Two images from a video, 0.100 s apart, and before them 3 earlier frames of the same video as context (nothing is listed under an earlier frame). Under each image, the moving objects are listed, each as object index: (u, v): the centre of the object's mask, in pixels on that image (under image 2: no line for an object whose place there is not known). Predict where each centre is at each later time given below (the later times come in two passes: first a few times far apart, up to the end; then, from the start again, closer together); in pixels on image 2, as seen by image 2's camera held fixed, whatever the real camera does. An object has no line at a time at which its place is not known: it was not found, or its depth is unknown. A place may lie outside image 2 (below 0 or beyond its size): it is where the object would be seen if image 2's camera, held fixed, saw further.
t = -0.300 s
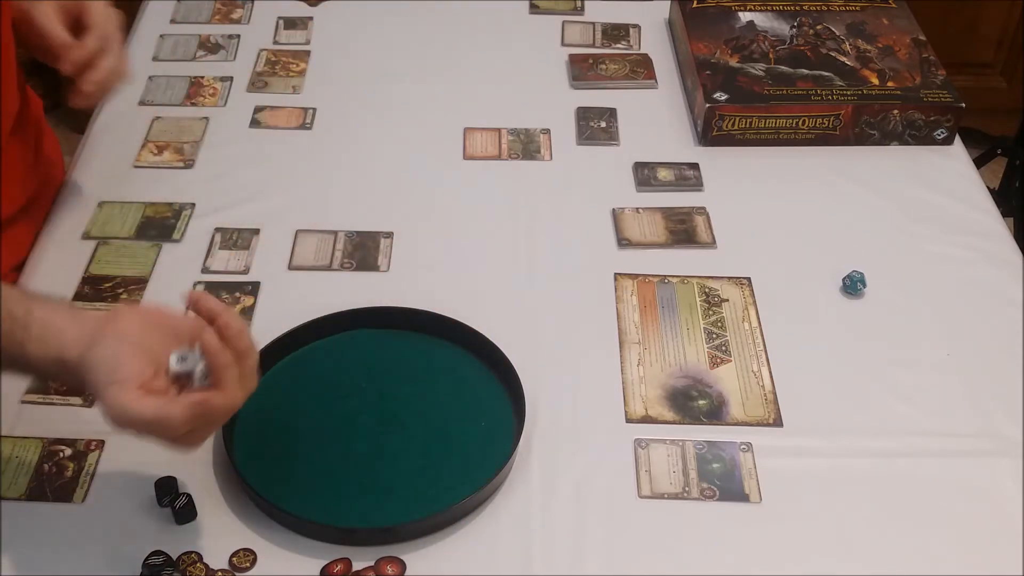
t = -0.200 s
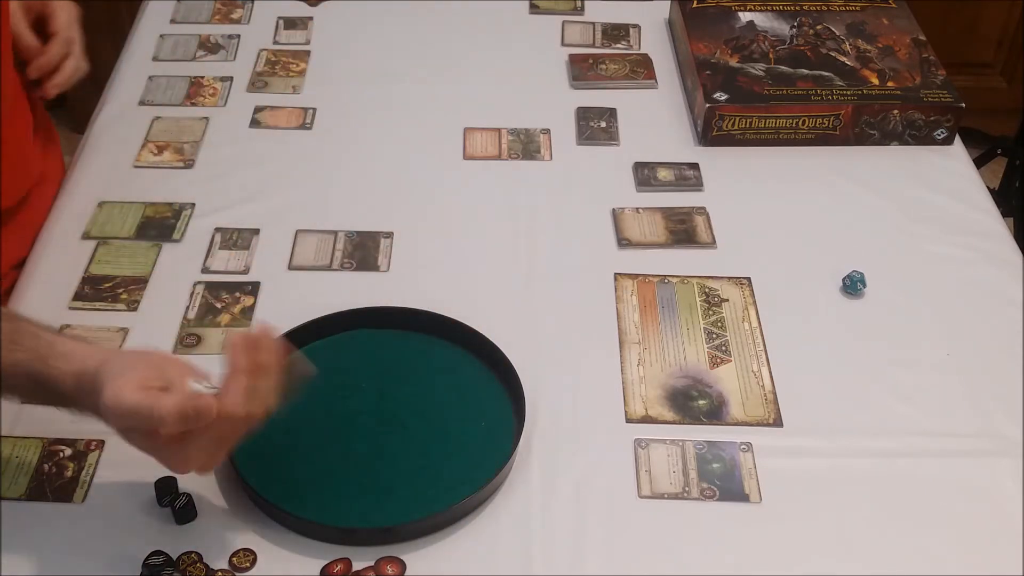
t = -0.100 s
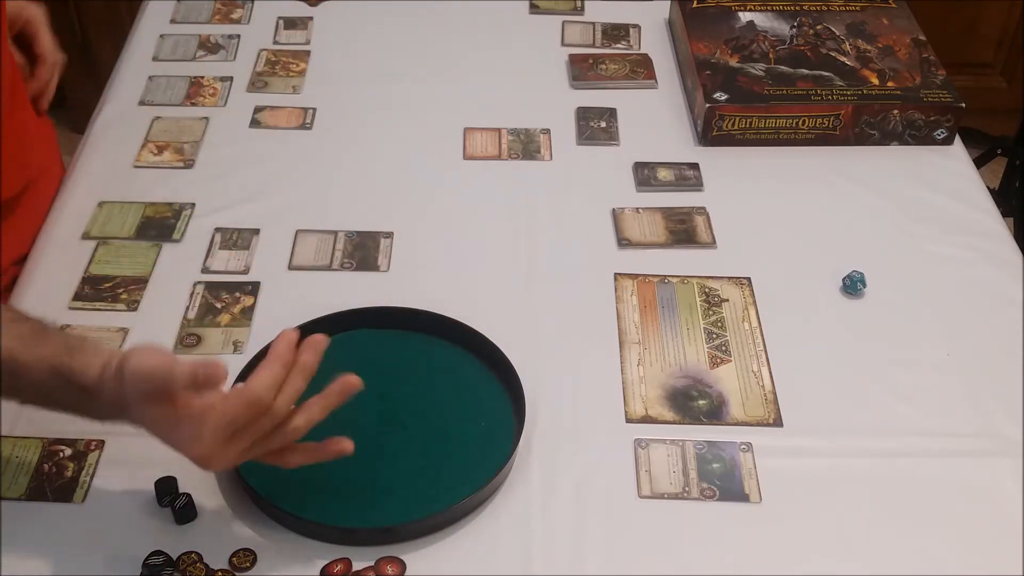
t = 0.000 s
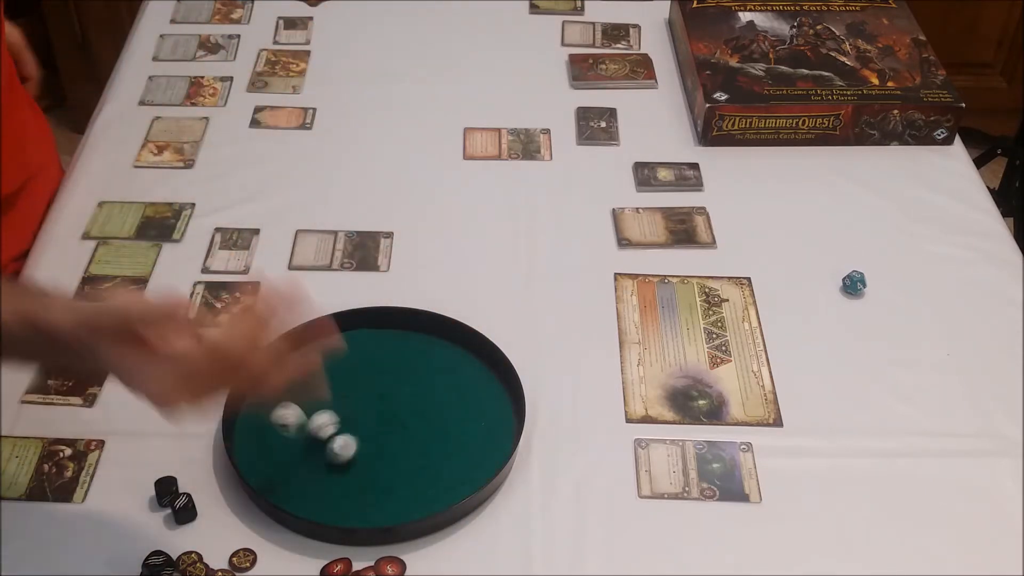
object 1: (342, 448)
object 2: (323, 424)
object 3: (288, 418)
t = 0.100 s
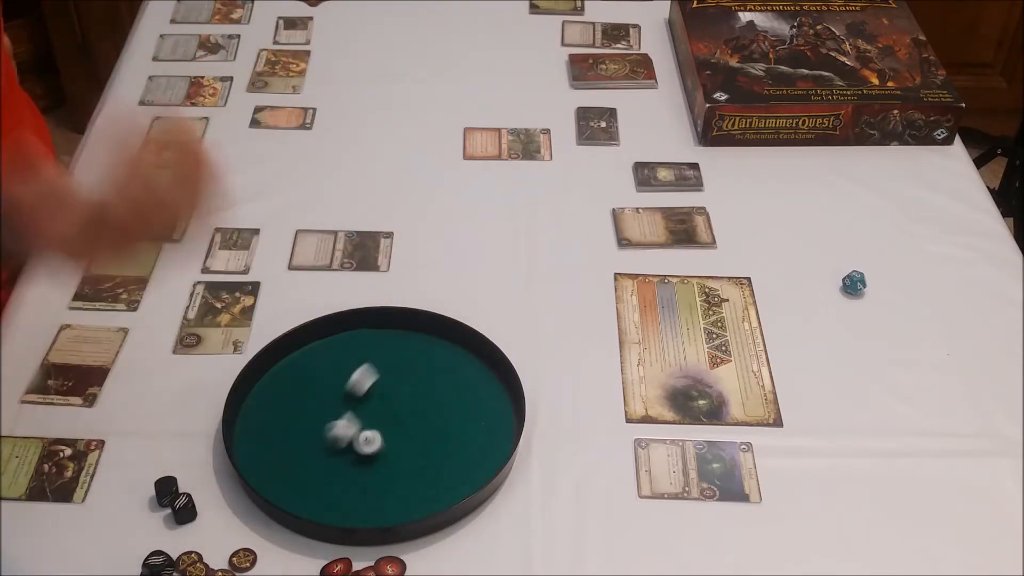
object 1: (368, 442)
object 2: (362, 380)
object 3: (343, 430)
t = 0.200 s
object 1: (395, 440)
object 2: (393, 348)
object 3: (382, 394)
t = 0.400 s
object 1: (413, 438)
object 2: (397, 331)
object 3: (444, 355)
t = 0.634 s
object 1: (413, 438)
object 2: (397, 331)
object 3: (449, 342)
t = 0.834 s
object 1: (413, 438)
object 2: (397, 331)
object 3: (448, 340)
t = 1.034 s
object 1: (413, 438)
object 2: (397, 331)
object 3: (449, 340)
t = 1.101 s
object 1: (413, 438)
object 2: (397, 331)
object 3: (448, 340)
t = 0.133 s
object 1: (380, 443)
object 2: (375, 370)
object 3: (357, 411)
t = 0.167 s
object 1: (388, 442)
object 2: (385, 357)
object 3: (369, 403)
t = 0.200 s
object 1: (395, 440)
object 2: (393, 348)
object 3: (382, 394)
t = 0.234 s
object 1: (399, 438)
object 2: (400, 337)
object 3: (396, 383)
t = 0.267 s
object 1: (404, 435)
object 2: (403, 328)
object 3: (406, 376)
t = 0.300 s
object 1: (408, 434)
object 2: (401, 328)
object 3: (418, 371)
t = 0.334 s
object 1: (412, 435)
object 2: (399, 330)
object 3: (428, 363)
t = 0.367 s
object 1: (414, 438)
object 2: (397, 331)
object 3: (437, 359)
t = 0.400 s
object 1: (413, 438)
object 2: (397, 331)
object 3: (444, 355)
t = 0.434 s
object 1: (413, 438)
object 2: (397, 331)
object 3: (451, 351)
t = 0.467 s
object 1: (413, 438)
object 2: (397, 331)
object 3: (455, 346)
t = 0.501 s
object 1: (413, 438)
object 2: (397, 331)
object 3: (457, 343)
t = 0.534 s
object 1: (414, 438)
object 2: (397, 331)
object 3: (455, 342)
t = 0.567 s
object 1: (413, 438)
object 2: (397, 331)
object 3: (452, 342)
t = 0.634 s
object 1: (413, 438)
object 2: (397, 331)
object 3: (449, 342)
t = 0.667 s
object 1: (413, 438)
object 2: (397, 331)
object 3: (449, 341)
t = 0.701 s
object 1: (413, 438)
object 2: (397, 331)
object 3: (449, 340)
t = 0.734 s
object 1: (414, 438)
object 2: (397, 331)
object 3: (448, 340)
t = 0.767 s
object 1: (413, 438)
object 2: (397, 331)
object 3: (448, 340)
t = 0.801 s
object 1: (413, 438)
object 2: (397, 331)
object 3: (448, 340)
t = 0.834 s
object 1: (413, 438)
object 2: (397, 331)
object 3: (448, 340)
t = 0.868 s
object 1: (413, 438)
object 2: (397, 331)
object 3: (448, 340)
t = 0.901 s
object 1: (413, 438)
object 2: (397, 331)
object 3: (448, 340)
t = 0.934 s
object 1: (413, 438)
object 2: (397, 331)
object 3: (448, 340)
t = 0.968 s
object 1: (413, 438)
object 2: (397, 331)
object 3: (448, 340)
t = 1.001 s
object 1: (413, 438)
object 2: (397, 331)
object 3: (448, 340)
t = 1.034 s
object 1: (413, 438)
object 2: (397, 331)
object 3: (449, 340)
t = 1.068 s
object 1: (413, 438)
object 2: (397, 331)
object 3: (448, 340)
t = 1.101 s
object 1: (413, 438)
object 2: (397, 331)
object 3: (448, 340)
